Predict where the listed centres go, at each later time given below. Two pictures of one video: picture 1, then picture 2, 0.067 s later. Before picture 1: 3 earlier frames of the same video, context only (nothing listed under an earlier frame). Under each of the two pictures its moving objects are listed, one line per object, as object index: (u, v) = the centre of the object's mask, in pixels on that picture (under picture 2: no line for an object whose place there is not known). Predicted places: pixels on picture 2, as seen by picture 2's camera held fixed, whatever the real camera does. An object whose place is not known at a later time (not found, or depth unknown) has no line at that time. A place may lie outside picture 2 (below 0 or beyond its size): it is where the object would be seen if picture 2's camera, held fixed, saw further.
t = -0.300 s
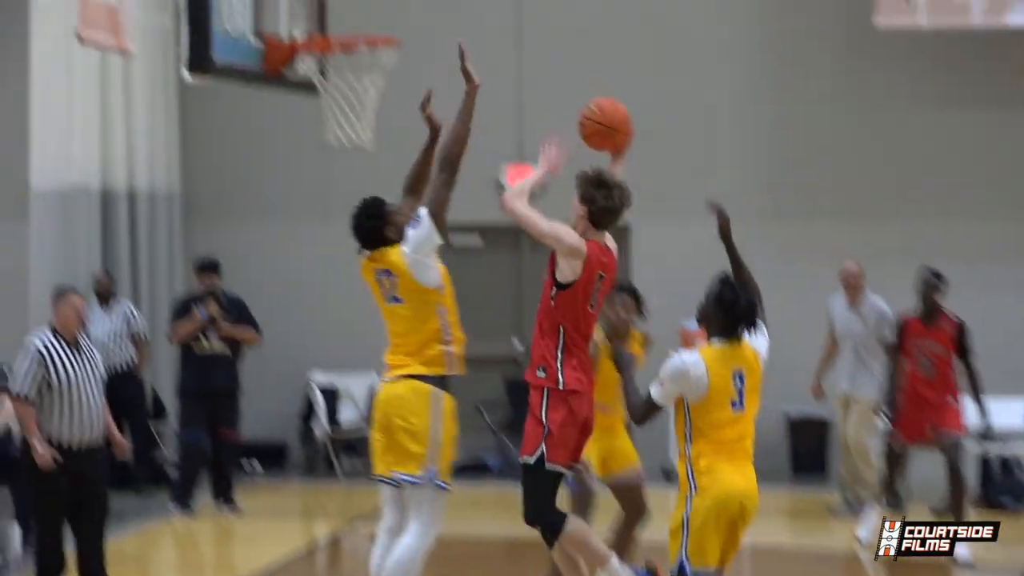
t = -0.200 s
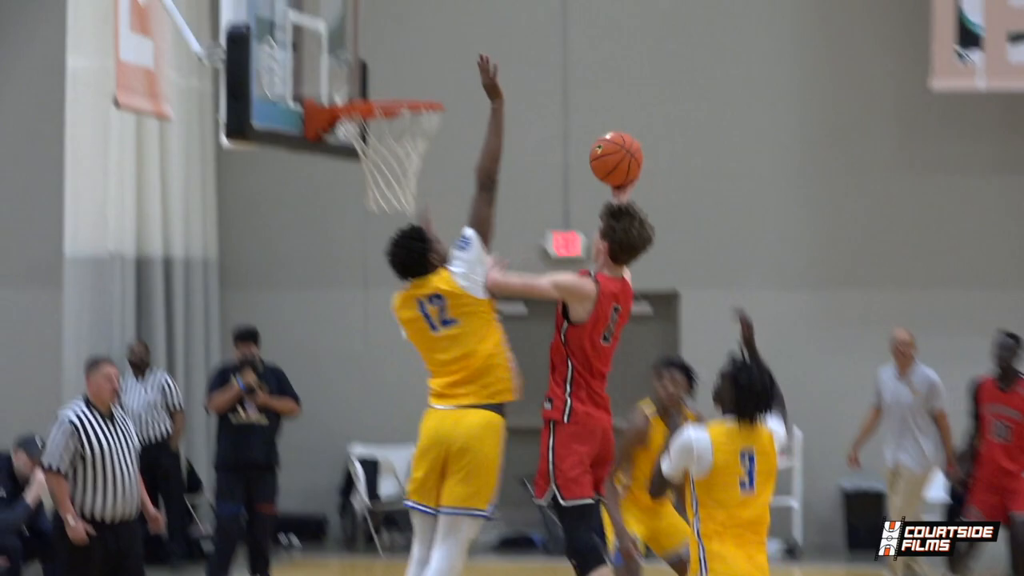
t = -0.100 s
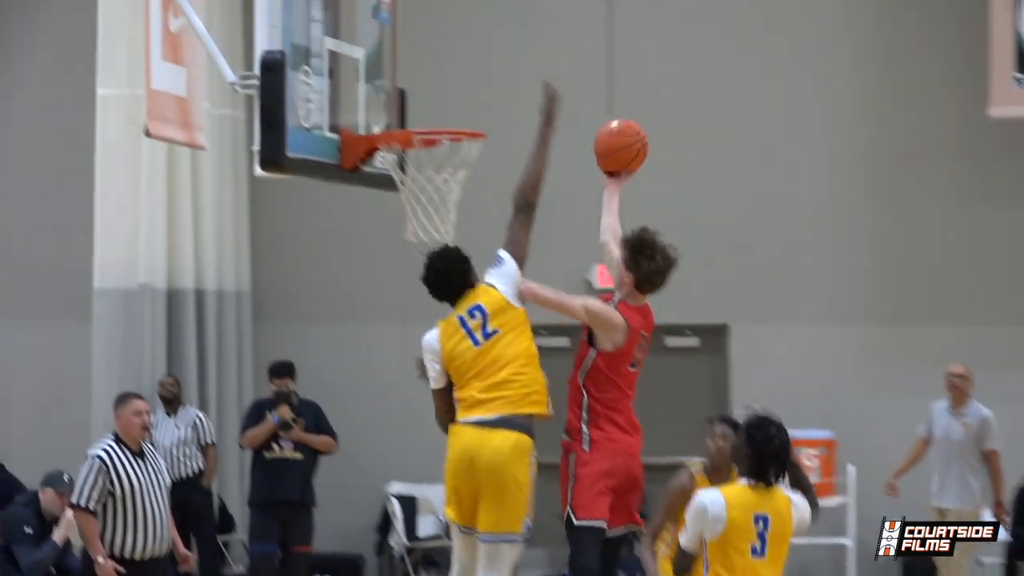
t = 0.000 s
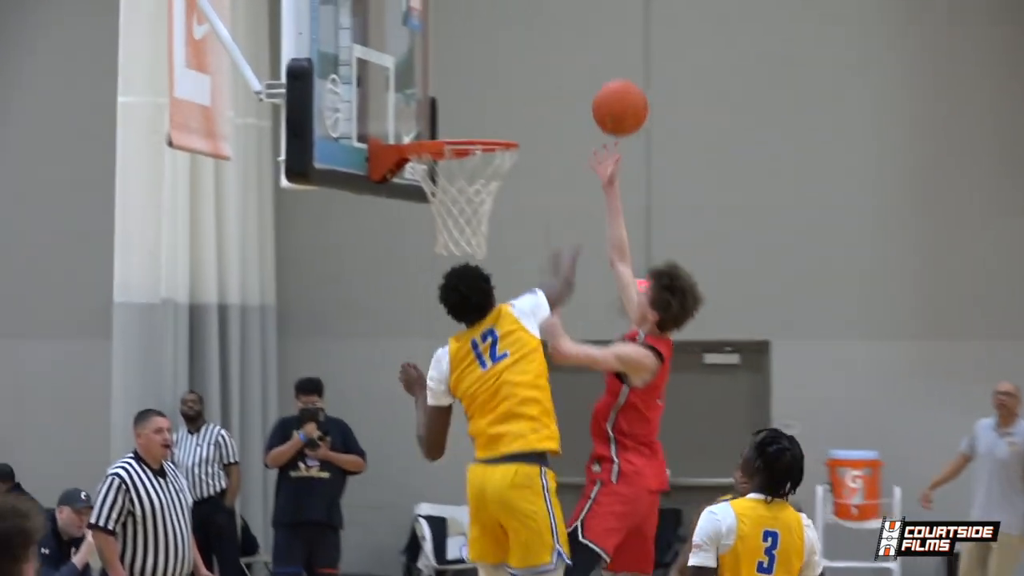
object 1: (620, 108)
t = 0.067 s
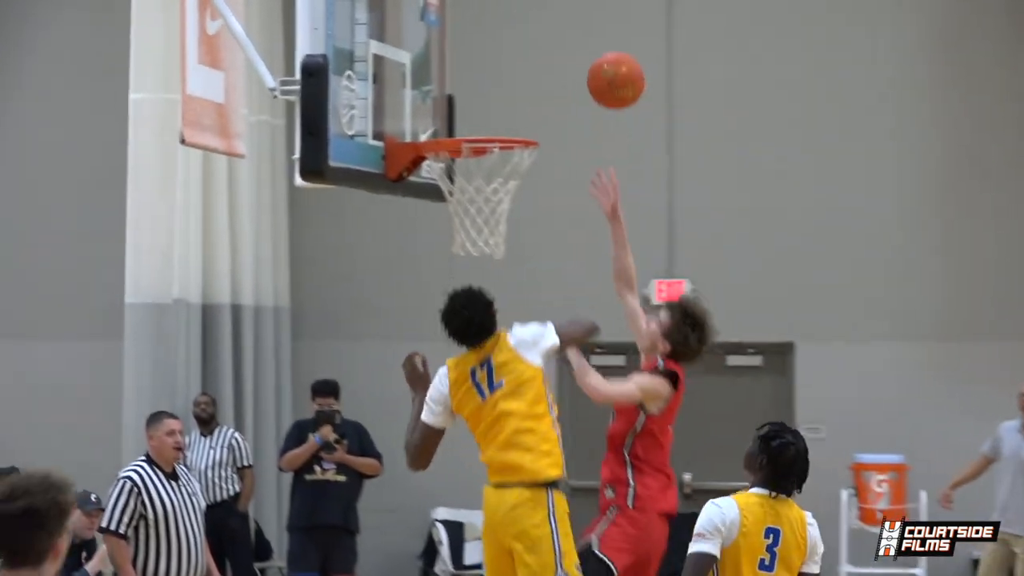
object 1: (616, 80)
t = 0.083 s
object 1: (609, 76)
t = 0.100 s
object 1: (602, 73)
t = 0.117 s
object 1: (595, 70)
